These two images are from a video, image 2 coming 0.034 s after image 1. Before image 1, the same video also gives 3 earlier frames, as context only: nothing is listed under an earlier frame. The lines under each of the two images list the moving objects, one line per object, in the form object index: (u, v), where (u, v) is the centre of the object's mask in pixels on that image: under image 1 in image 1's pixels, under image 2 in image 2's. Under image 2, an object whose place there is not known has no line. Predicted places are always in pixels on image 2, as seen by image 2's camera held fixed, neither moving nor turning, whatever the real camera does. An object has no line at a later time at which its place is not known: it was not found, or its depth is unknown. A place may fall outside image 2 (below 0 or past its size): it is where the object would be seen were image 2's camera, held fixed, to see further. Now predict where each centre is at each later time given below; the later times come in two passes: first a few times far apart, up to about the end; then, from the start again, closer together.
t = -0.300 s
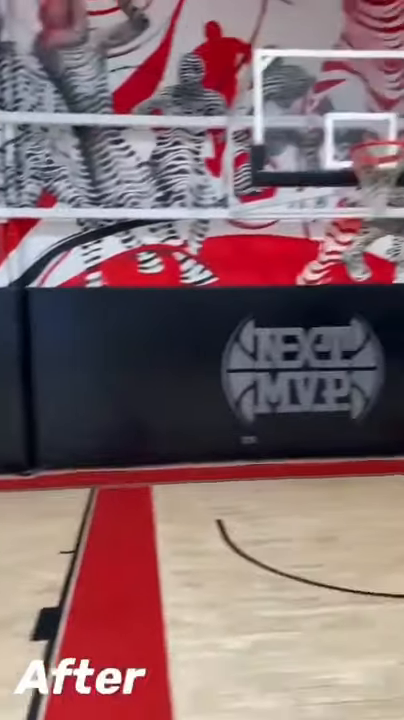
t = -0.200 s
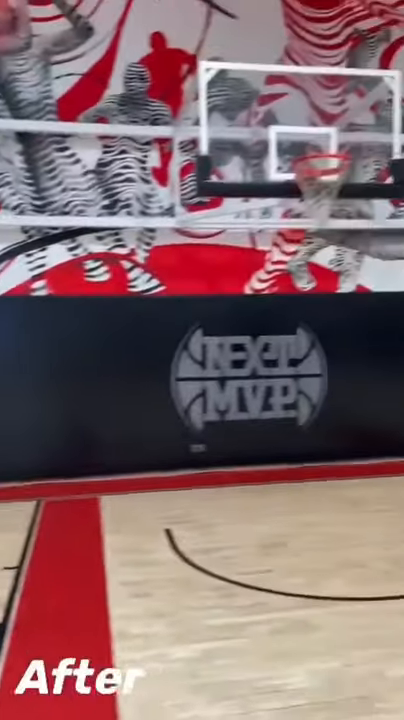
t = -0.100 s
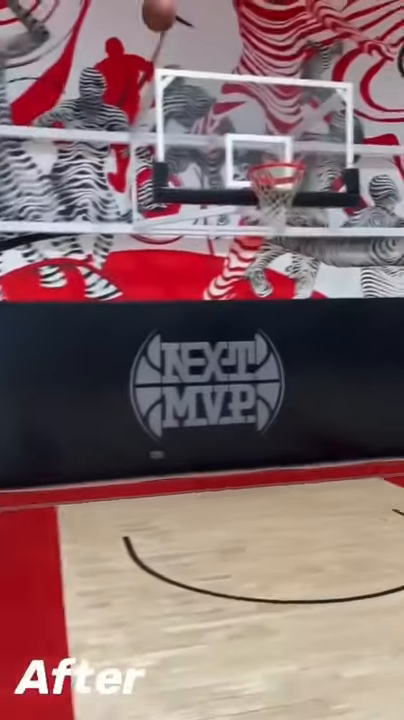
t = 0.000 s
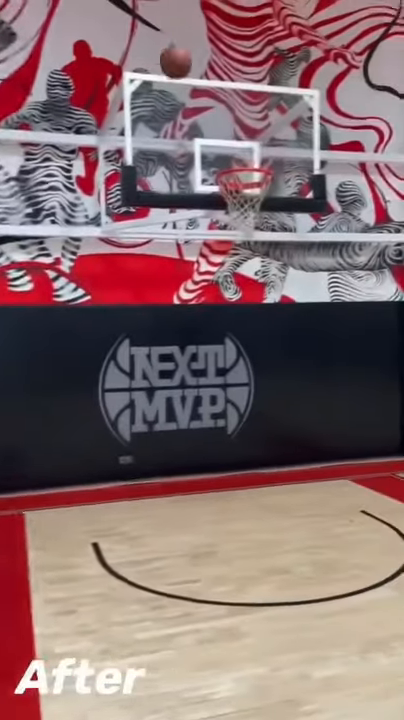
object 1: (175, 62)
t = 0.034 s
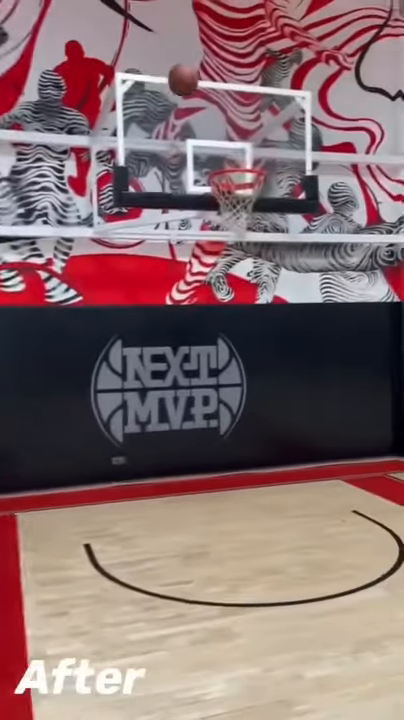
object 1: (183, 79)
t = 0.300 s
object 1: (225, 200)
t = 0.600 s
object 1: (236, 223)
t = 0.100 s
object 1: (212, 115)
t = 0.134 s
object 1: (225, 134)
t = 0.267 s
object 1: (229, 190)
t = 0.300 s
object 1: (225, 200)
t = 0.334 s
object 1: (220, 204)
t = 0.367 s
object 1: (219, 204)
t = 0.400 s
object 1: (220, 205)
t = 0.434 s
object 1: (222, 207)
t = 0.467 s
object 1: (226, 213)
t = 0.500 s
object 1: (227, 216)
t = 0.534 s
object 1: (230, 218)
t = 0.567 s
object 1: (233, 220)
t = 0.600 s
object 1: (236, 223)
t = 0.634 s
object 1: (239, 228)
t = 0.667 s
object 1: (245, 238)
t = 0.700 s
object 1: (247, 247)
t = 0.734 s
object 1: (252, 256)
